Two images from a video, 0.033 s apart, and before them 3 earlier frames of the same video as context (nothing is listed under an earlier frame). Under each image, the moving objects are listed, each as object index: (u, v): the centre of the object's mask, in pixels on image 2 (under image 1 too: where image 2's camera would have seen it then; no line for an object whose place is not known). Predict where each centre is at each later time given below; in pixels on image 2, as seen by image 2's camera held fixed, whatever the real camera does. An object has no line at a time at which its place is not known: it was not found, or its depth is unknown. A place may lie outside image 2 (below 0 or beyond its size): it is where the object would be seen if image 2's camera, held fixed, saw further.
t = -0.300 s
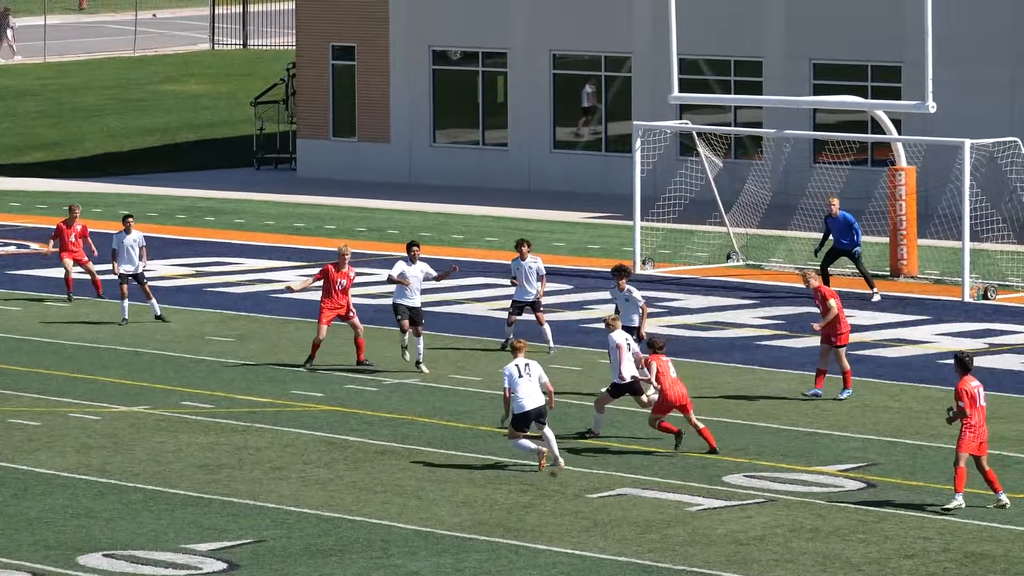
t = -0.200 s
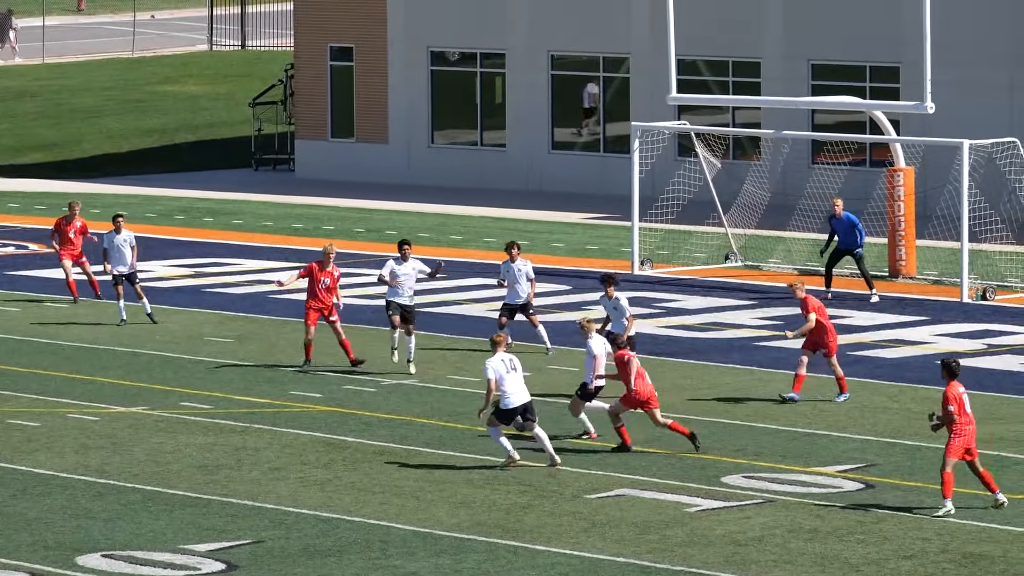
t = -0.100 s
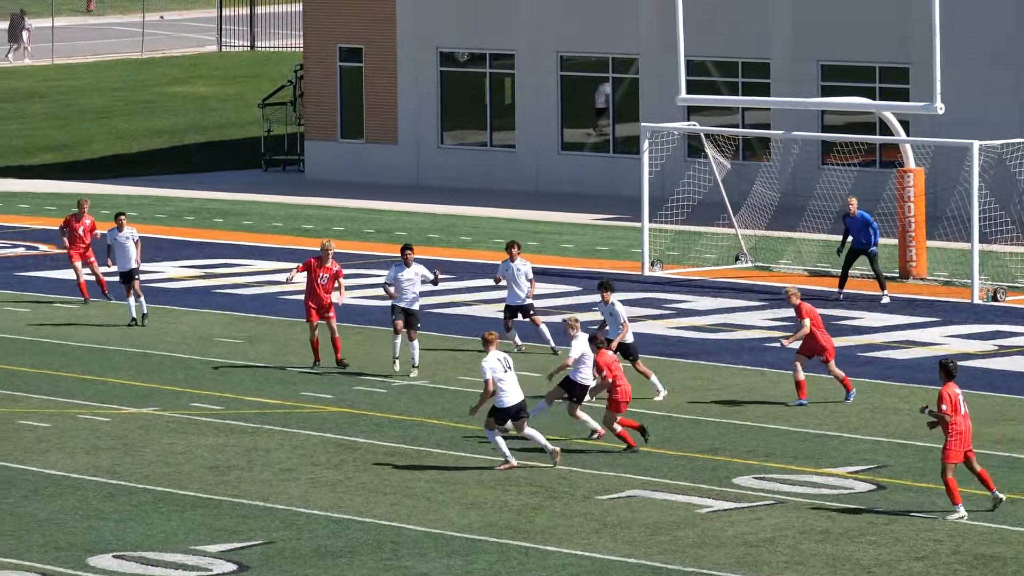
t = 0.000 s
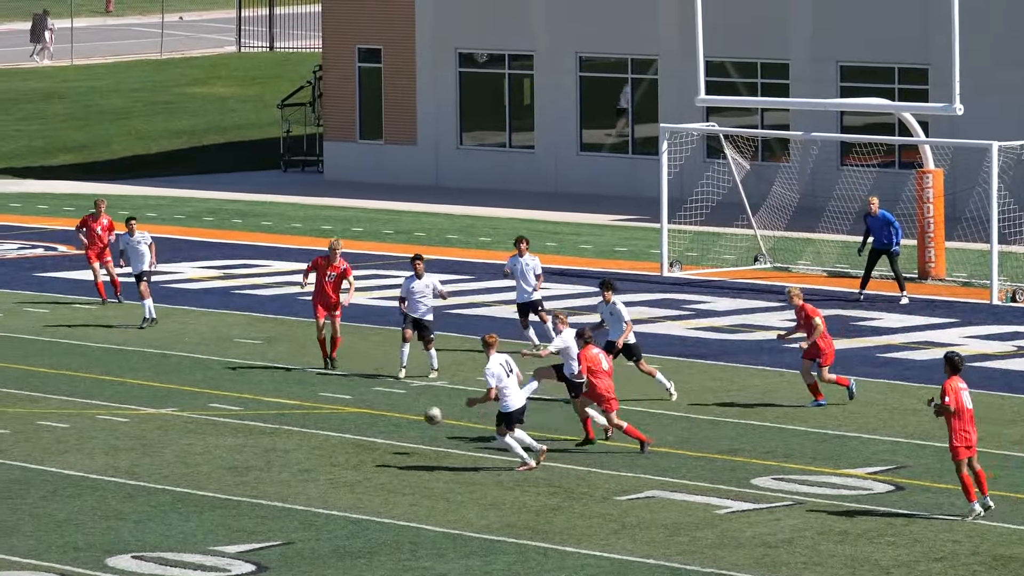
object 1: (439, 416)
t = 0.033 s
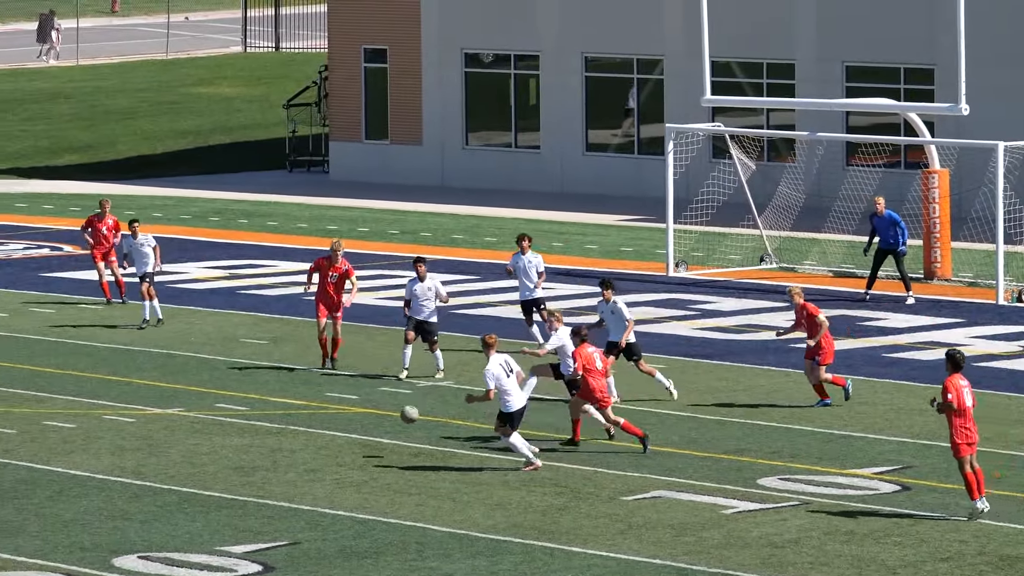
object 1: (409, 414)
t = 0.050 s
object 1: (394, 414)
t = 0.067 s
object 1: (379, 414)
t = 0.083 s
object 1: (364, 415)
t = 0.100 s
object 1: (350, 415)
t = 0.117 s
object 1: (334, 416)
